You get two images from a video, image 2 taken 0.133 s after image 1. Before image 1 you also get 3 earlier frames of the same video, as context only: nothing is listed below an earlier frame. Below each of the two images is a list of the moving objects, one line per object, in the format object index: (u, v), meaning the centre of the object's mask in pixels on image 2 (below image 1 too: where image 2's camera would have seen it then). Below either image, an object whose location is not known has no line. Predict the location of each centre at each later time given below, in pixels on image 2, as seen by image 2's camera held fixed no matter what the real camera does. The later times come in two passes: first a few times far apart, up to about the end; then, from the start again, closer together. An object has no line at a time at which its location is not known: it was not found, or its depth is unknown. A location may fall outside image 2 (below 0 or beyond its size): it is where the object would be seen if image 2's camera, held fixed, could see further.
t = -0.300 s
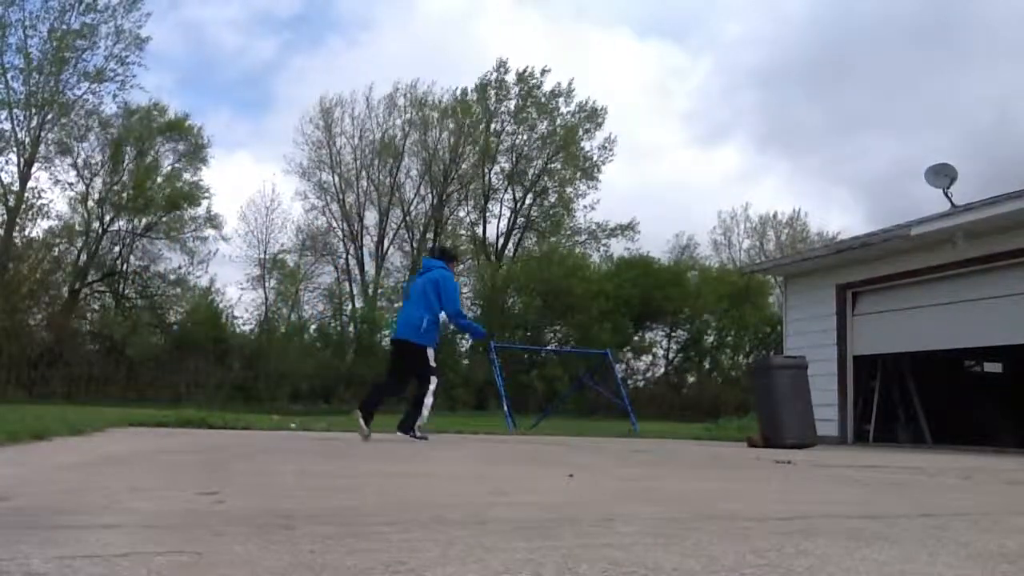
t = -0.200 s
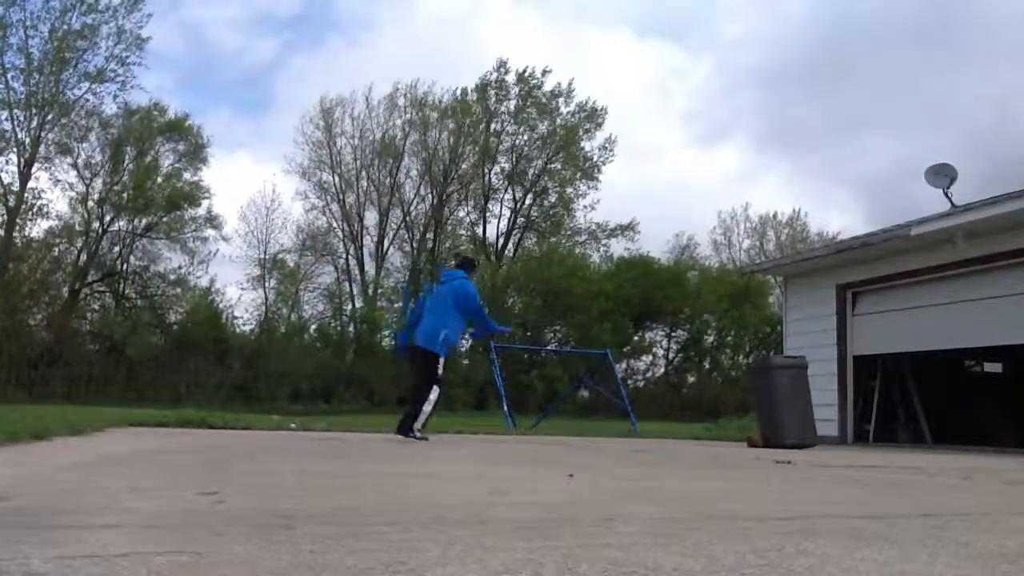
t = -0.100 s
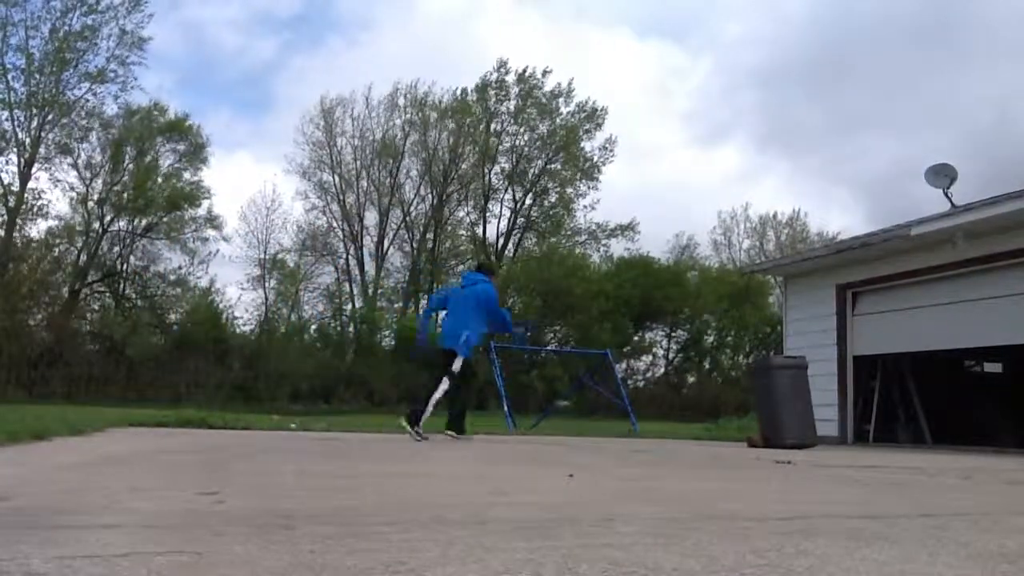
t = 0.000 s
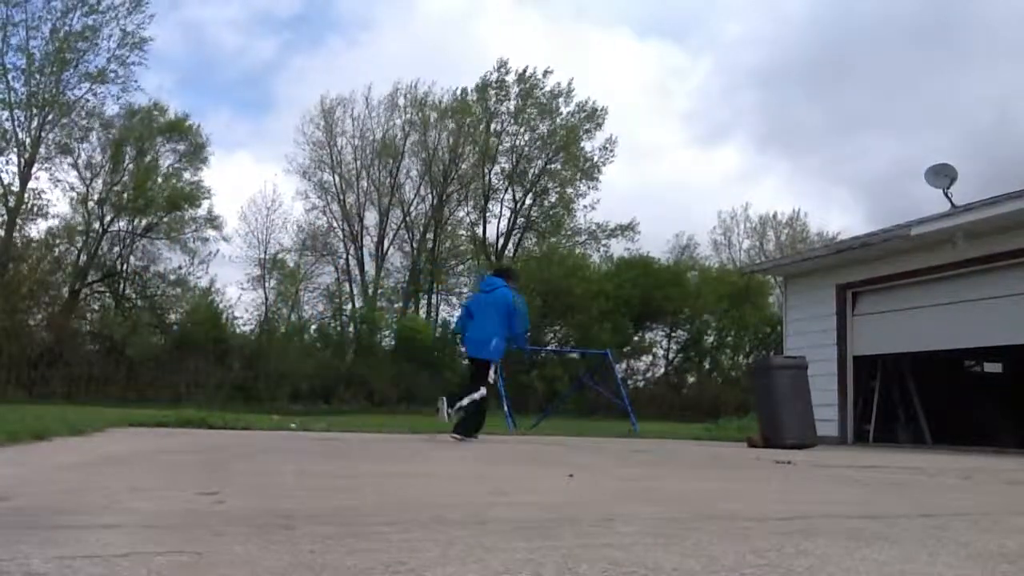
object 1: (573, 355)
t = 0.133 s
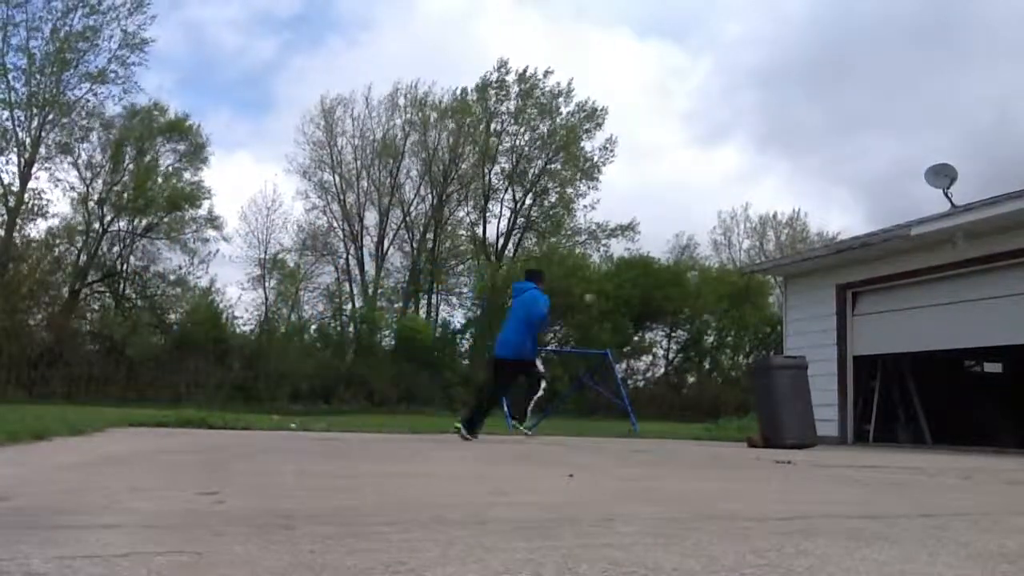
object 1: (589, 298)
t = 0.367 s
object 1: (615, 225)
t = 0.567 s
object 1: (640, 185)
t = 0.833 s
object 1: (680, 175)
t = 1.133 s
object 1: (735, 243)
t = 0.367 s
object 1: (615, 225)
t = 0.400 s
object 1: (619, 217)
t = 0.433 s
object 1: (623, 209)
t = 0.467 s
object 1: (627, 202)
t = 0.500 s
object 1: (631, 195)
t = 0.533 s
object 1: (636, 189)
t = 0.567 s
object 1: (640, 185)
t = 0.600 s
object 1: (644, 181)
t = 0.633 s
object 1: (649, 178)
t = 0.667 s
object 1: (654, 175)
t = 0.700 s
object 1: (659, 174)
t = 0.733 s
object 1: (664, 173)
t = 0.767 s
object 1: (669, 173)
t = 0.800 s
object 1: (674, 174)
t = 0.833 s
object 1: (680, 175)
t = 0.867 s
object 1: (685, 178)
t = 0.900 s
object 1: (691, 182)
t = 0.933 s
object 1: (697, 187)
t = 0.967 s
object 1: (702, 193)
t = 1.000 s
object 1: (709, 201)
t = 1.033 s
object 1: (715, 209)
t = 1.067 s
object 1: (721, 219)
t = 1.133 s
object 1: (735, 243)
